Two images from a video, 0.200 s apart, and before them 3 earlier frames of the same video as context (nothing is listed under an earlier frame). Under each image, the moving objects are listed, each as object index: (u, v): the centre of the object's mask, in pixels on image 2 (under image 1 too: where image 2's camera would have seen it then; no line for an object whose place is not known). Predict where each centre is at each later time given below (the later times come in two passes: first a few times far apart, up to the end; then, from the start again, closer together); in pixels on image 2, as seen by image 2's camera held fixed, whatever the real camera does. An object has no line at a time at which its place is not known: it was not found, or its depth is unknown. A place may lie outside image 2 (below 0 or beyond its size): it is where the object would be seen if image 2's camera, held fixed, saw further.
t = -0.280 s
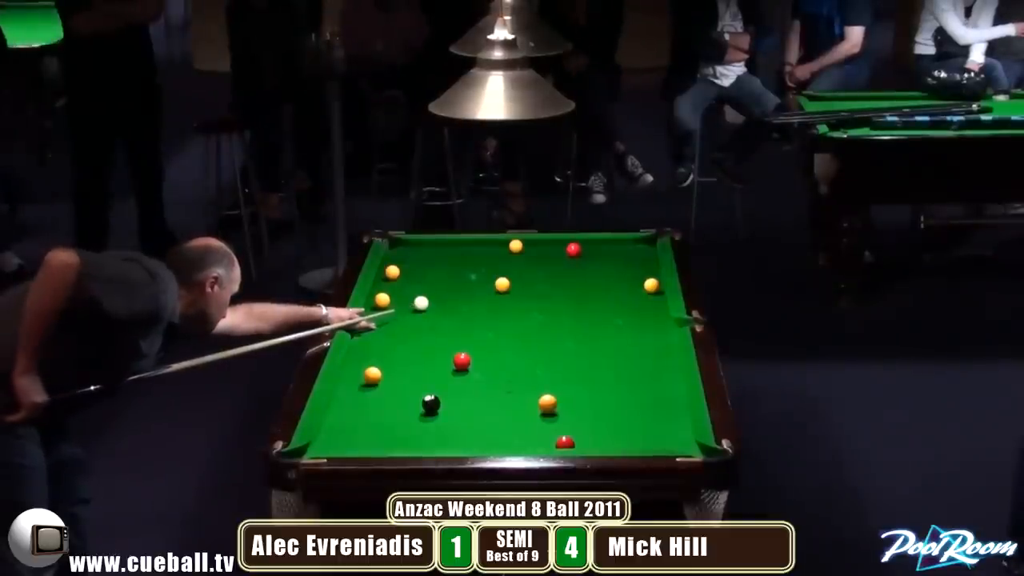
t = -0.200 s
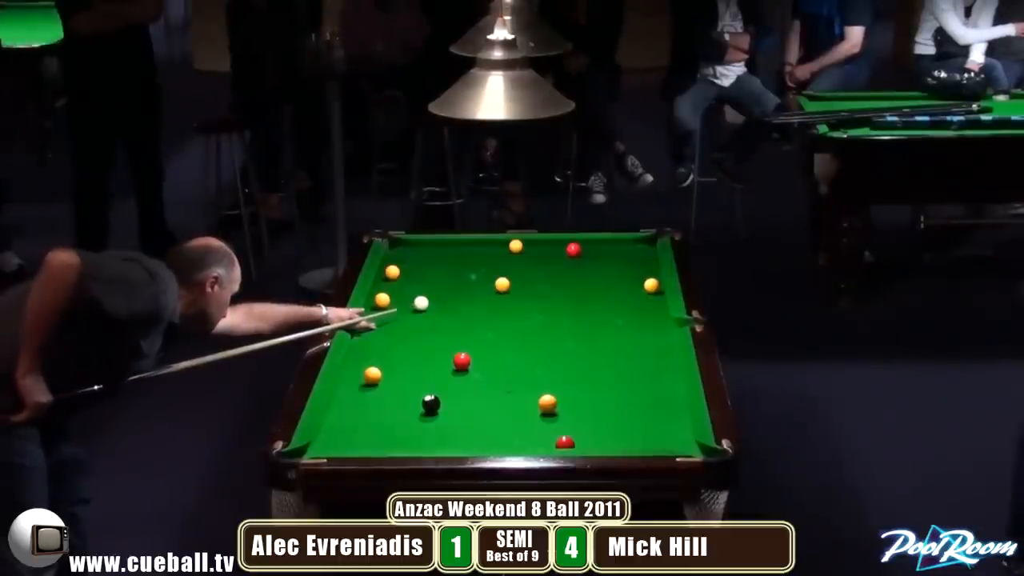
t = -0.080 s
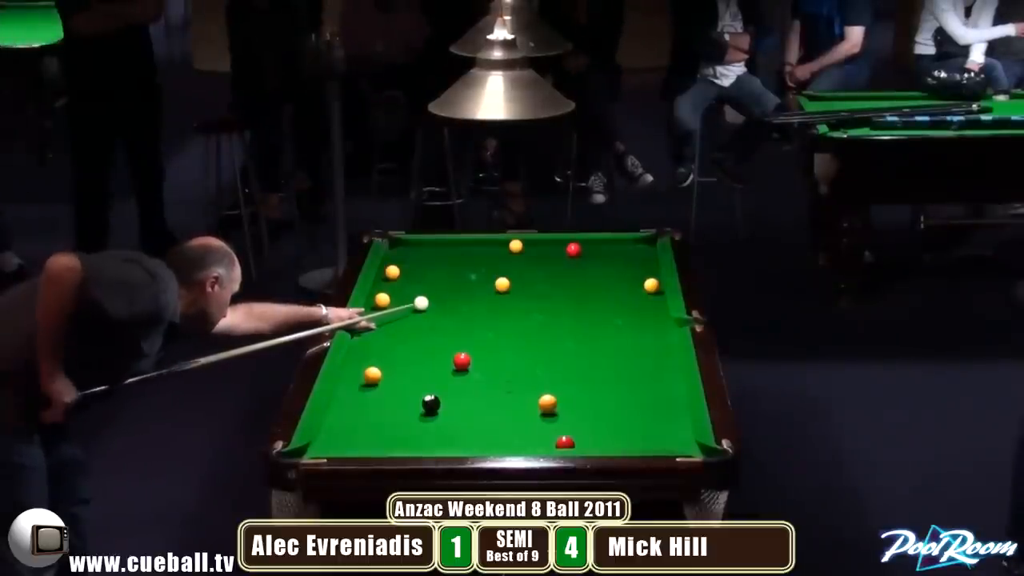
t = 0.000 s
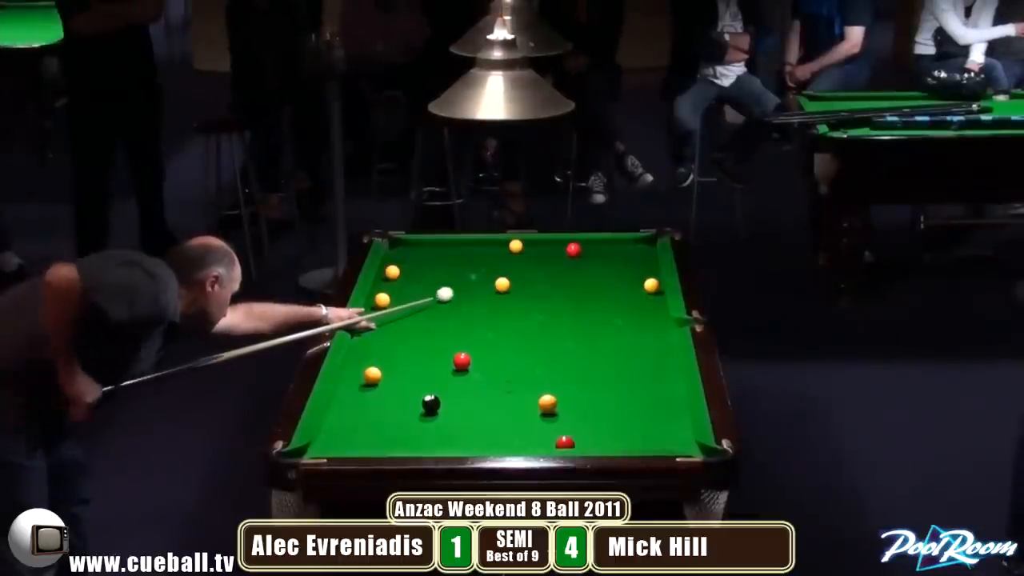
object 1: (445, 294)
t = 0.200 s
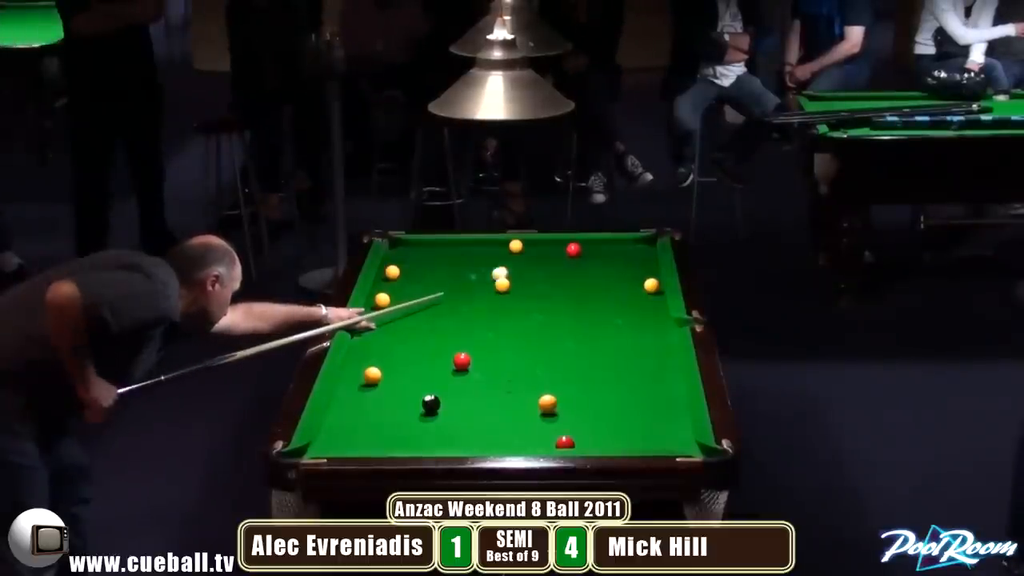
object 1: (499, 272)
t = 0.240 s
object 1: (510, 269)
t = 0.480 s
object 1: (558, 249)
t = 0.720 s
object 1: (553, 245)
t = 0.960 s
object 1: (552, 252)
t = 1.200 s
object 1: (551, 258)
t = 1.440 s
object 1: (550, 265)
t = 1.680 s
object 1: (550, 271)
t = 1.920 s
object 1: (549, 277)
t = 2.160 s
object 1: (548, 283)
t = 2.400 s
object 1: (547, 287)
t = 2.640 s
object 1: (546, 291)
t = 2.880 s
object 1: (545, 295)
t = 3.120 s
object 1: (545, 299)
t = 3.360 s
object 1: (543, 301)
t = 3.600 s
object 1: (542, 303)
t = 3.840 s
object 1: (542, 305)
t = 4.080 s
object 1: (541, 306)
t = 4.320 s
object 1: (540, 306)
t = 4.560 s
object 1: (540, 307)
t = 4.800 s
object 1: (540, 307)
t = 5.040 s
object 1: (540, 307)
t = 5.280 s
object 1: (540, 307)
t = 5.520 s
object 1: (540, 307)
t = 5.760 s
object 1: (540, 307)
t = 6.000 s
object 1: (540, 307)
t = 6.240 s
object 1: (540, 307)
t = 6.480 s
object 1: (540, 307)
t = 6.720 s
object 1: (540, 307)
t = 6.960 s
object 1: (540, 307)
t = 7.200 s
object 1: (540, 307)
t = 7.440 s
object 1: (540, 306)
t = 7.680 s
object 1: (540, 306)
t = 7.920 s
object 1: (540, 306)
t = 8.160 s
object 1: (540, 306)
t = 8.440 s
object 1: (540, 306)
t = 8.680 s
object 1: (540, 307)
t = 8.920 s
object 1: (540, 307)
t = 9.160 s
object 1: (540, 307)
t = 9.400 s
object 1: (540, 307)
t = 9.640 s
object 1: (540, 306)
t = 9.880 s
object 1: (540, 306)
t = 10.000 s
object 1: (540, 306)
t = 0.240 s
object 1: (510, 269)
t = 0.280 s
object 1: (520, 266)
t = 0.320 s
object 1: (529, 262)
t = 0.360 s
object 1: (539, 258)
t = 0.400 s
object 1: (549, 255)
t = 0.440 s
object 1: (558, 251)
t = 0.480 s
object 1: (558, 249)
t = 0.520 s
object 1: (555, 247)
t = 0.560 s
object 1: (554, 245)
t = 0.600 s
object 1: (554, 243)
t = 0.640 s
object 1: (554, 242)
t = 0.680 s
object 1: (553, 243)
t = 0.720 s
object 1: (553, 245)
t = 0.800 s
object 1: (553, 247)
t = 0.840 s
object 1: (553, 248)
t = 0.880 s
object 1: (553, 249)
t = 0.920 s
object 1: (552, 250)
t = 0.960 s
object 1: (552, 252)
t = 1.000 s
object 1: (552, 253)
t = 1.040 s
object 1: (552, 254)
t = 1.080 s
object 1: (552, 255)
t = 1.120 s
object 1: (552, 257)
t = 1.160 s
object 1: (552, 258)
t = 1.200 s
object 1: (551, 258)
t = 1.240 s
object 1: (551, 260)
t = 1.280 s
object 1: (551, 261)
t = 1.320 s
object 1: (551, 262)
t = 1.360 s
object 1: (551, 263)
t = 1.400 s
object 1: (550, 264)
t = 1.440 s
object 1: (550, 265)
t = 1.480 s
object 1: (550, 266)
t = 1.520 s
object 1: (550, 267)
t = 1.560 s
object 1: (550, 268)
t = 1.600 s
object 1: (550, 269)
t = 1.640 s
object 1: (550, 270)
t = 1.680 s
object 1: (550, 271)
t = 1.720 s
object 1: (550, 272)
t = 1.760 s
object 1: (549, 274)
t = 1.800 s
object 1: (549, 274)
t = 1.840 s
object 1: (549, 275)
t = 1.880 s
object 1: (549, 276)
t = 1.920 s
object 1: (549, 277)
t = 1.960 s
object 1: (549, 278)
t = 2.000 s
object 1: (549, 279)
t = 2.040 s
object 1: (548, 280)
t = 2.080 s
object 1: (548, 281)
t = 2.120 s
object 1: (548, 282)
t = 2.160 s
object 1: (548, 283)
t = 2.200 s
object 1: (548, 283)
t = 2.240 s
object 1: (548, 284)
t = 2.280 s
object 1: (548, 285)
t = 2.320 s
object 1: (547, 286)
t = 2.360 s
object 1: (547, 287)
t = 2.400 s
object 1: (547, 287)
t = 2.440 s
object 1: (547, 288)
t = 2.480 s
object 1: (547, 289)
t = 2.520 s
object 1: (547, 289)
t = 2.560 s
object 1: (547, 290)
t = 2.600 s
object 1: (547, 291)
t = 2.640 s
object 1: (546, 291)
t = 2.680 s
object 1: (546, 292)
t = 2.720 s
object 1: (546, 293)
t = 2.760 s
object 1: (546, 293)
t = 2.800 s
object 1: (546, 294)
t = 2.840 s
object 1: (546, 295)
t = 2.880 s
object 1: (545, 295)
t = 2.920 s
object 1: (545, 296)
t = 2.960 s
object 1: (545, 296)
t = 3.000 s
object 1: (545, 297)
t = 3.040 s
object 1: (545, 297)
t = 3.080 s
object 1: (545, 298)
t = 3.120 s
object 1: (545, 299)
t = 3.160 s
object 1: (544, 299)
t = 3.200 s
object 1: (544, 300)
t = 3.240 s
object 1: (544, 300)
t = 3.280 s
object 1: (544, 300)
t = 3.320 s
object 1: (544, 301)
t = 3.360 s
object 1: (543, 301)
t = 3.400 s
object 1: (543, 302)
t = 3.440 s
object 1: (543, 302)
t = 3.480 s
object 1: (543, 302)
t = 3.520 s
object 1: (543, 303)
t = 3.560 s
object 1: (543, 303)
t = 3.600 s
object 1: (542, 303)
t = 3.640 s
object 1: (542, 304)
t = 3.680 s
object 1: (542, 304)
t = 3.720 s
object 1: (542, 304)
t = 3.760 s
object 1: (542, 305)
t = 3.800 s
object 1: (542, 305)
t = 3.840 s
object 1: (542, 305)
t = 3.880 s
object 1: (541, 305)
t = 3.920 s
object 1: (541, 305)
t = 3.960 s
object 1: (541, 306)
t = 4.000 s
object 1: (541, 306)
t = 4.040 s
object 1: (541, 306)
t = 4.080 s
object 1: (541, 306)
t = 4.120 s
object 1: (541, 306)
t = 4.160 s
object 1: (541, 306)
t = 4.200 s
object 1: (540, 306)
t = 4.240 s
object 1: (540, 307)
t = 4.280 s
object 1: (540, 307)
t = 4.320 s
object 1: (540, 306)
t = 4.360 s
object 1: (540, 307)
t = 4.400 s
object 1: (540, 307)
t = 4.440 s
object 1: (540, 307)
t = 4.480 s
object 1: (540, 307)
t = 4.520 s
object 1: (540, 307)
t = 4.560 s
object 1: (540, 307)
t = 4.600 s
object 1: (540, 307)
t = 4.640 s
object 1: (540, 307)
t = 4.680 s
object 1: (540, 307)
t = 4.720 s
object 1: (540, 307)
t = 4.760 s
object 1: (540, 307)
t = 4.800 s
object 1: (540, 307)
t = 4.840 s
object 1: (540, 307)
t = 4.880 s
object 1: (540, 307)
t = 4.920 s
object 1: (540, 307)
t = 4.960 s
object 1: (540, 307)
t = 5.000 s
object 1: (540, 307)
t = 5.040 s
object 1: (540, 307)
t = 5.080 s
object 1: (540, 307)
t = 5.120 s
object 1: (540, 307)
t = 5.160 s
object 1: (540, 307)
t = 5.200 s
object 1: (541, 307)
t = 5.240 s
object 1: (540, 307)
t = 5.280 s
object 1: (540, 307)
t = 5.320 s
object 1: (540, 307)
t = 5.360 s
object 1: (540, 307)
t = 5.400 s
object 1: (540, 307)
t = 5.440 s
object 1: (540, 307)
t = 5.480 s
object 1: (540, 307)
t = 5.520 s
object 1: (540, 307)
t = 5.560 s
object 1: (540, 307)
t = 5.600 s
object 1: (541, 307)
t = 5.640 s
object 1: (541, 307)
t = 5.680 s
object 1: (541, 307)
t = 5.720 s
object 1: (541, 307)
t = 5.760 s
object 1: (540, 307)
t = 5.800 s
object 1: (540, 307)
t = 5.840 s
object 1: (540, 307)
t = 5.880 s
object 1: (540, 307)
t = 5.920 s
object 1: (540, 306)
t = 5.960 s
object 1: (540, 307)
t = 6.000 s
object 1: (540, 307)
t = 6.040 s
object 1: (540, 307)
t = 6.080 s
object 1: (540, 307)
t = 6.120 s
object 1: (540, 307)
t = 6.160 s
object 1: (540, 307)
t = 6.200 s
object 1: (540, 306)
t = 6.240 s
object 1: (540, 307)
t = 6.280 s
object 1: (540, 307)
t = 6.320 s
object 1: (540, 306)
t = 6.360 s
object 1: (541, 307)
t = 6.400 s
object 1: (540, 307)
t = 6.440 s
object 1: (541, 307)
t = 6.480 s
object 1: (540, 307)
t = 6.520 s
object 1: (540, 306)
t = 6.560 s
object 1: (540, 307)
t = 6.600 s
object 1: (540, 307)
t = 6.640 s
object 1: (540, 306)
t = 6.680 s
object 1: (540, 306)
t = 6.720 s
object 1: (540, 307)
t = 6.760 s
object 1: (540, 306)
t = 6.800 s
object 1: (540, 306)
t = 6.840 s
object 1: (540, 307)
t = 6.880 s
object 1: (540, 306)
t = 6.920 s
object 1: (540, 307)
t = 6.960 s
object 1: (540, 307)
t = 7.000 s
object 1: (540, 307)
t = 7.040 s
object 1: (540, 307)
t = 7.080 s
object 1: (540, 307)
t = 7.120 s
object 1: (540, 307)
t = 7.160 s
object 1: (540, 307)
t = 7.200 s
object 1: (540, 307)
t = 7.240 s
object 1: (540, 307)
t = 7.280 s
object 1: (540, 307)
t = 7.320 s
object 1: (540, 307)
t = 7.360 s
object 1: (540, 307)
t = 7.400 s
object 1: (540, 306)
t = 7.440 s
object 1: (540, 306)
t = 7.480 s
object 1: (540, 306)
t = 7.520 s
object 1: (540, 306)
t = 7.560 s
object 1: (540, 306)
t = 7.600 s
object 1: (540, 306)
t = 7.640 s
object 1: (540, 306)
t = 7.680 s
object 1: (540, 306)
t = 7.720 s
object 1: (540, 306)
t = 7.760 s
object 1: (540, 307)
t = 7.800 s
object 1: (540, 306)
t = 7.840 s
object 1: (540, 306)
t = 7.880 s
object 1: (540, 306)
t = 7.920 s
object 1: (540, 306)
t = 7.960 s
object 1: (540, 306)
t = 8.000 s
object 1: (540, 306)
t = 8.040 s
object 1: (540, 306)
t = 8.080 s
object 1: (540, 306)
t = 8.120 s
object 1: (540, 306)
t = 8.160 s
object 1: (540, 306)
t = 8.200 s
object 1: (540, 306)
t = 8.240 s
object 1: (540, 306)
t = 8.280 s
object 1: (540, 306)
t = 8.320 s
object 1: (540, 306)
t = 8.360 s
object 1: (540, 306)
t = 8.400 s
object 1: (540, 306)
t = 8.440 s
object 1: (540, 306)
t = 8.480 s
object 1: (540, 306)
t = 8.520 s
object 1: (540, 306)
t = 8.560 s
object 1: (540, 306)
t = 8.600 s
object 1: (540, 306)
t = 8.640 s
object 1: (540, 306)
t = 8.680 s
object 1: (540, 307)
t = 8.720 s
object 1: (540, 306)
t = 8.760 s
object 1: (540, 306)
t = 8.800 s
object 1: (540, 307)
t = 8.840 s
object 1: (540, 307)
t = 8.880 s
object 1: (540, 306)
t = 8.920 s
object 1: (540, 307)
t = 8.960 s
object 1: (540, 307)
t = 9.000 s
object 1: (540, 306)
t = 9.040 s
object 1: (540, 307)
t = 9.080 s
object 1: (540, 307)
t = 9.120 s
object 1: (540, 307)
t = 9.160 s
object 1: (540, 307)
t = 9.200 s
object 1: (540, 307)
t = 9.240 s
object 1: (540, 306)
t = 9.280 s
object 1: (540, 307)
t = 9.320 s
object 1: (540, 307)
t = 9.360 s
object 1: (540, 307)
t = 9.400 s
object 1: (540, 307)
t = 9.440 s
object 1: (540, 306)
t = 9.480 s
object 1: (540, 306)
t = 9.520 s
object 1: (540, 306)
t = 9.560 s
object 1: (540, 306)
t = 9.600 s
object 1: (540, 306)
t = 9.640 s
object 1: (540, 306)
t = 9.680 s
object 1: (540, 307)
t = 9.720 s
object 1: (540, 306)
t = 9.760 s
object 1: (540, 306)
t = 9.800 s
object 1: (540, 307)
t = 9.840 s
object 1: (540, 306)
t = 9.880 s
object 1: (540, 306)
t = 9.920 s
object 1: (540, 306)
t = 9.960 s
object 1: (540, 306)
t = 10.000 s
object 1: (540, 306)
